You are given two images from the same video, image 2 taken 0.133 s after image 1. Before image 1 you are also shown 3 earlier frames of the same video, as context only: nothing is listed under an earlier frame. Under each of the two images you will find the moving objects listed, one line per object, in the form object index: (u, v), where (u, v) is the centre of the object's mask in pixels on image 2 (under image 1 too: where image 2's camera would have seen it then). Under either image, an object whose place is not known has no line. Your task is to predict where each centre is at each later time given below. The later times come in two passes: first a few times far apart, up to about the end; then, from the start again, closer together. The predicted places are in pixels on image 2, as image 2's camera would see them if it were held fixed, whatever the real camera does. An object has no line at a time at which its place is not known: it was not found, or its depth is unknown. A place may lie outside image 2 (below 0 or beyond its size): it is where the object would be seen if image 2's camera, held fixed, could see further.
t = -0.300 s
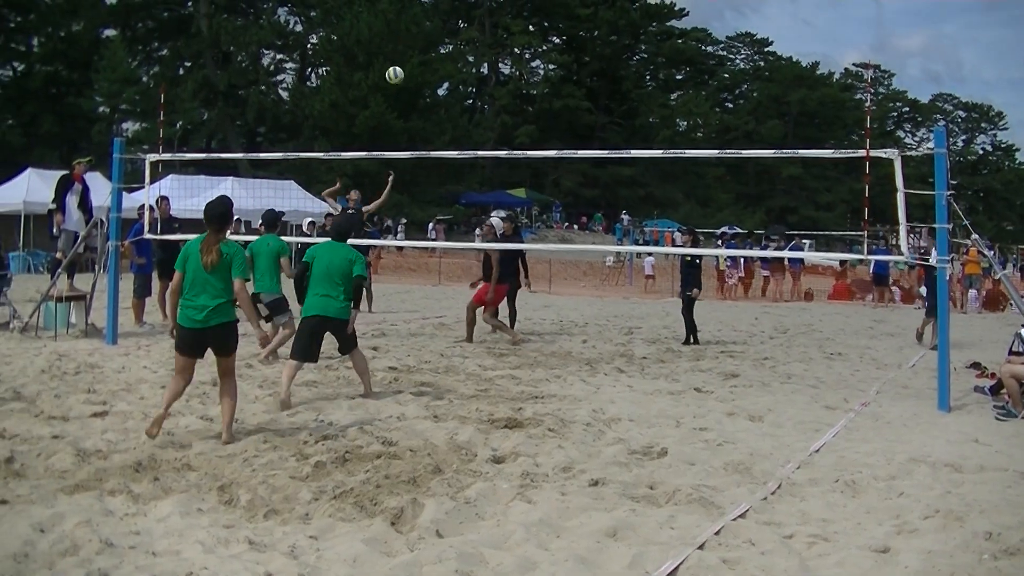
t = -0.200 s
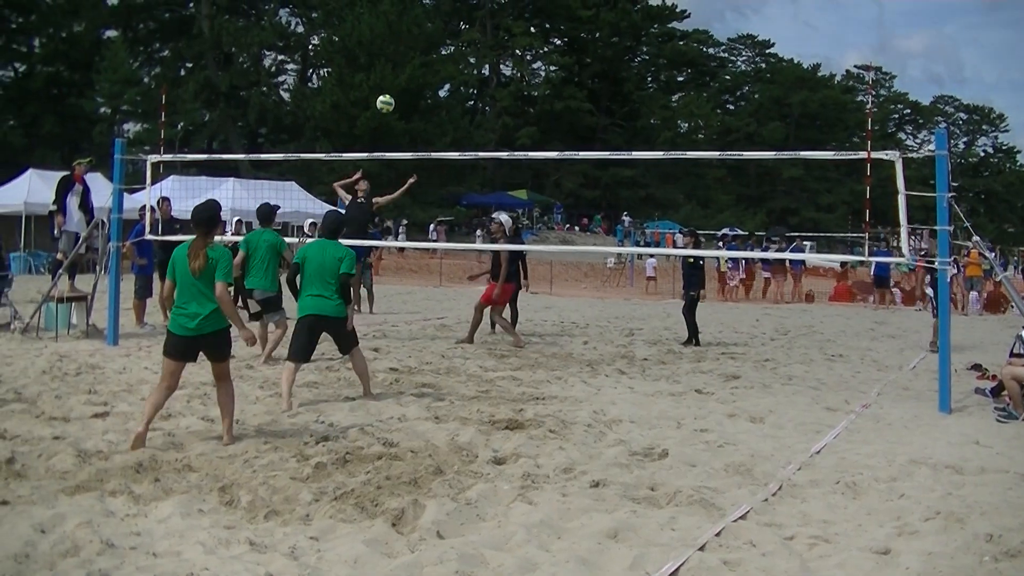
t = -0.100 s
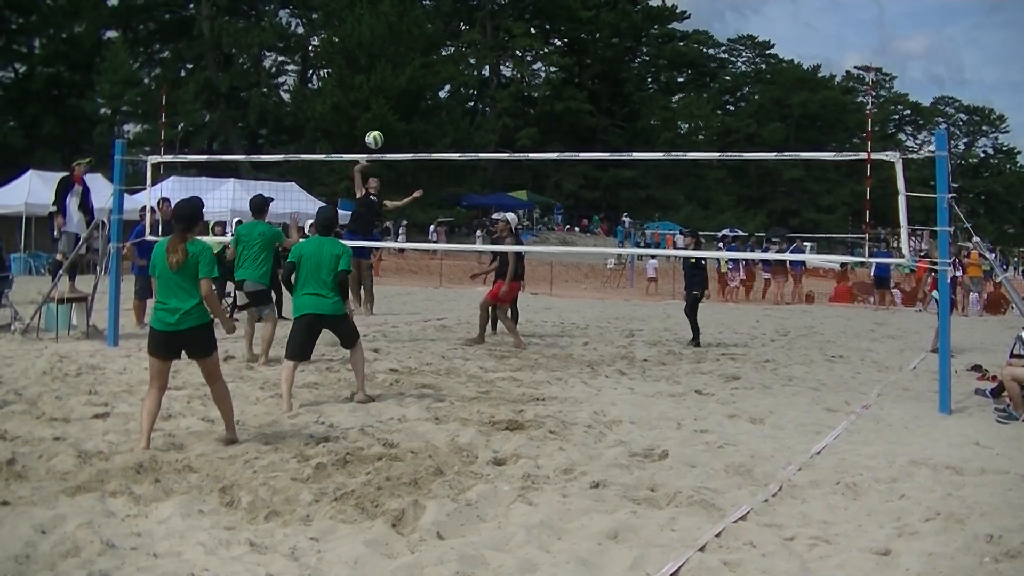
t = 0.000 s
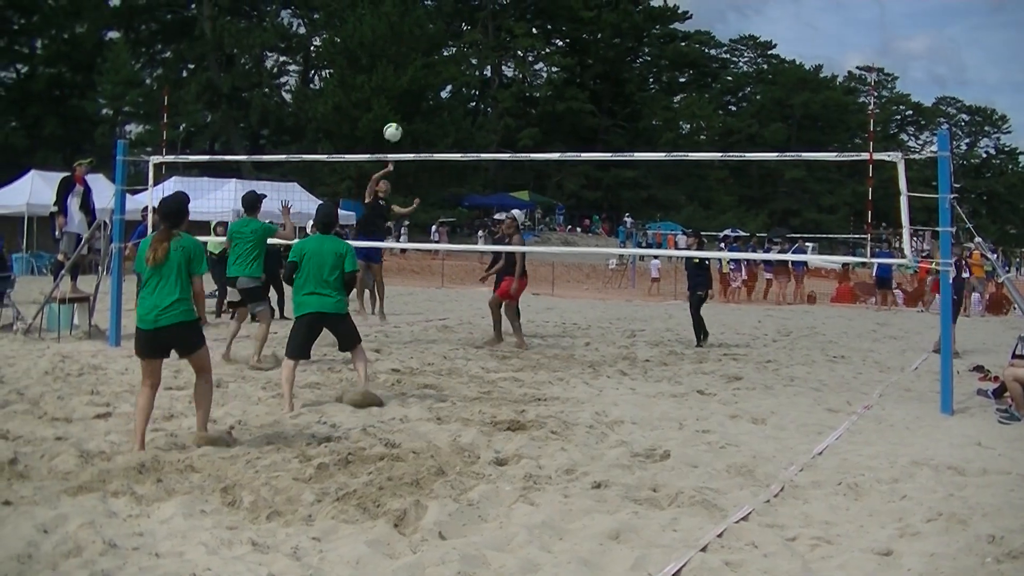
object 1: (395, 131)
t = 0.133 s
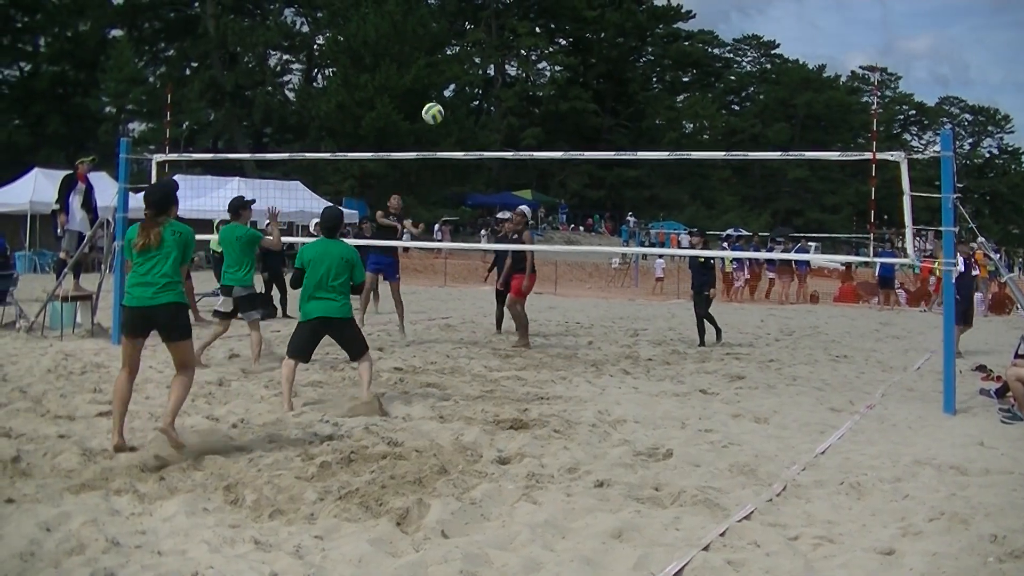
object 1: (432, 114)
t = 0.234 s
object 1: (466, 109)
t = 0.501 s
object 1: (585, 178)
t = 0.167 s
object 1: (443, 111)
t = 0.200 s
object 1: (454, 109)
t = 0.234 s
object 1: (466, 109)
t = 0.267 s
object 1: (478, 111)
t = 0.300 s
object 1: (490, 114)
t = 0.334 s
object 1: (503, 120)
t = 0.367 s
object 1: (517, 126)
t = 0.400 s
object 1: (532, 135)
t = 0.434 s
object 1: (550, 146)
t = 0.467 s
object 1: (566, 160)
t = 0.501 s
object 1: (585, 178)
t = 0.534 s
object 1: (605, 198)
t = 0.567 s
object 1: (631, 222)
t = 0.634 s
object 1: (678, 283)
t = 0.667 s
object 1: (708, 322)
